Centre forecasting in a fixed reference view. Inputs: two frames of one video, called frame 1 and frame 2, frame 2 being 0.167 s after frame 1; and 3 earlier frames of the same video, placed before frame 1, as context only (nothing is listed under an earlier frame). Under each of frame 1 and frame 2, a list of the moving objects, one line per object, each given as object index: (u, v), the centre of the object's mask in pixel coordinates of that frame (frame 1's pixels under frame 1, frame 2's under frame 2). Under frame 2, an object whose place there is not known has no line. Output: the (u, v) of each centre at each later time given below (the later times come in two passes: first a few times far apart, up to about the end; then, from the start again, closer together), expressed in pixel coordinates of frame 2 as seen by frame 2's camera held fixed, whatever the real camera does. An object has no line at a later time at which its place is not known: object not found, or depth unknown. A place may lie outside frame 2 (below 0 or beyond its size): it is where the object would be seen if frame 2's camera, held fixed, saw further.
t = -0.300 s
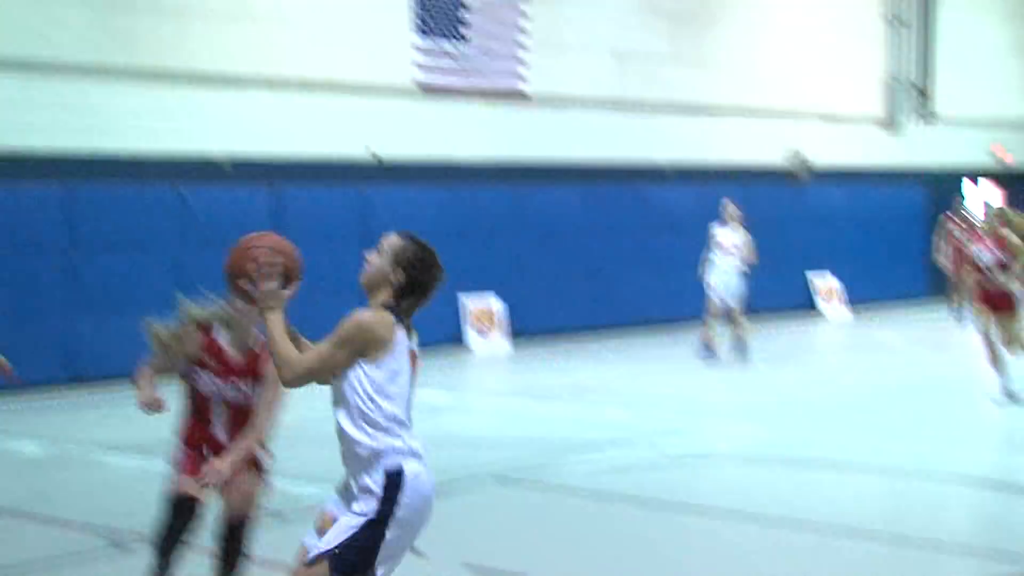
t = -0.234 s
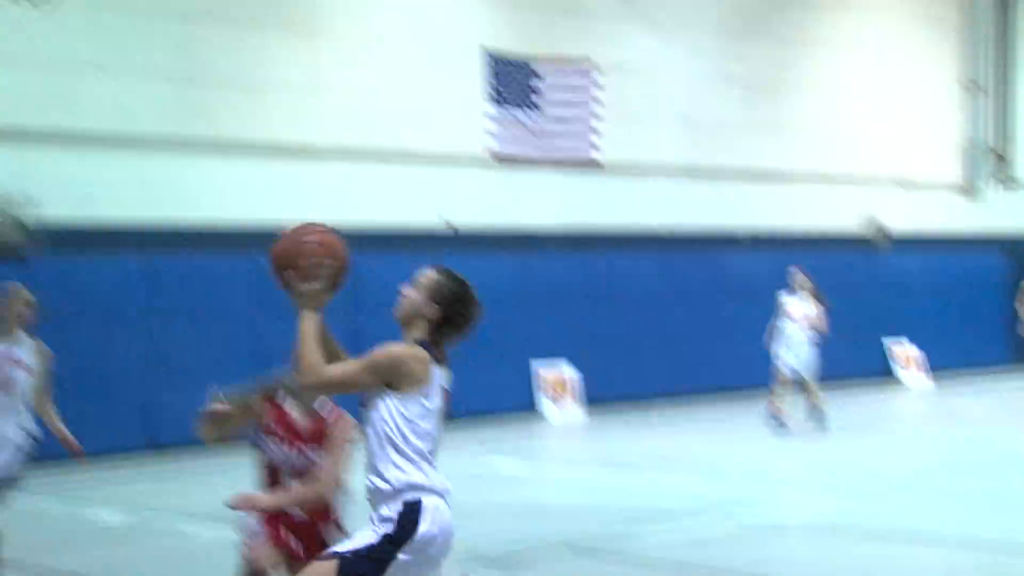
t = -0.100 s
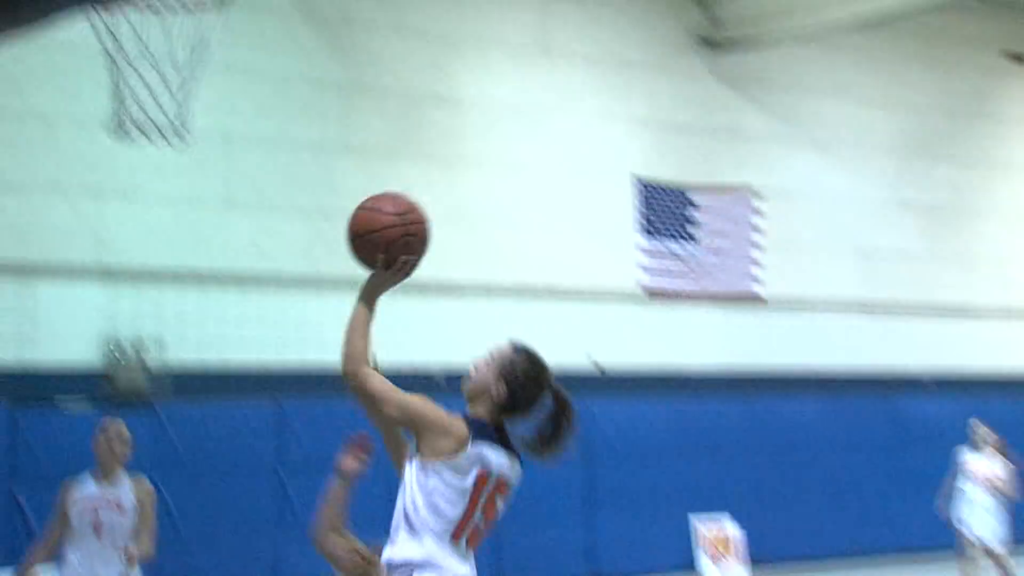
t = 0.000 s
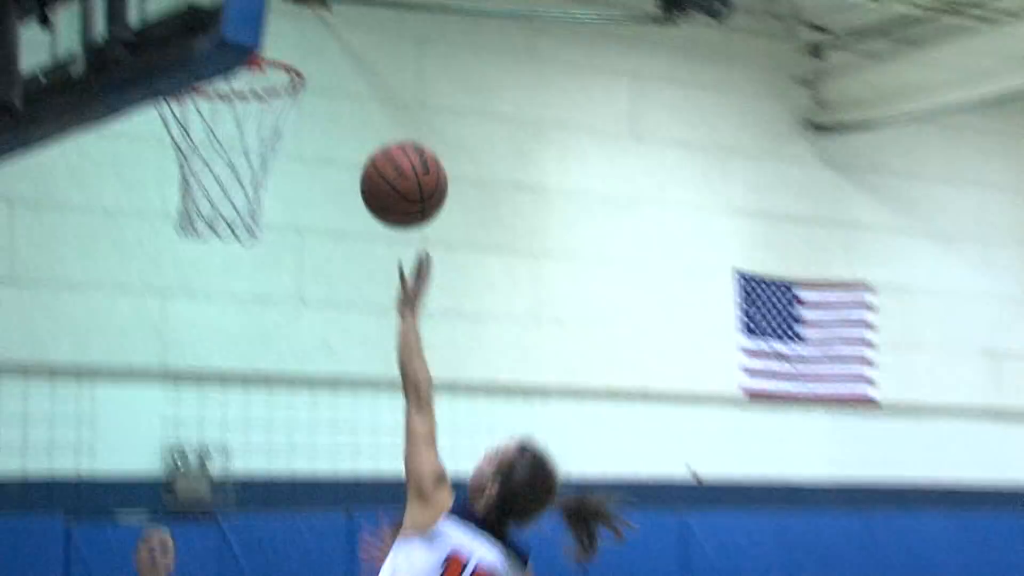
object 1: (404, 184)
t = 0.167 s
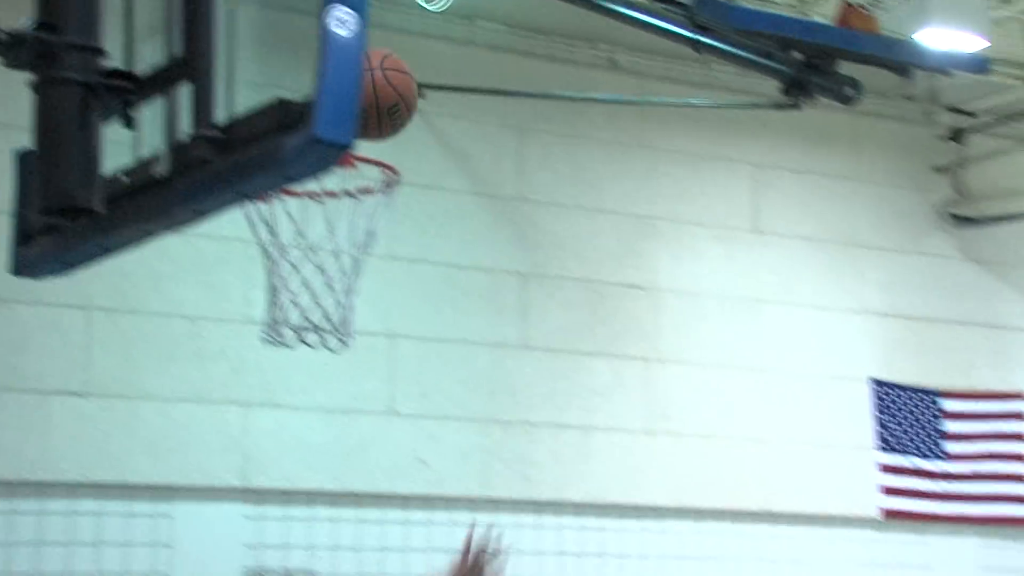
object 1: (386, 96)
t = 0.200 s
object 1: (376, 73)
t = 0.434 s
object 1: (287, 40)
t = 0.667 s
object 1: (315, 208)
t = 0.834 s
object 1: (334, 352)
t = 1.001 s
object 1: (347, 569)
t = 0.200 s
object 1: (376, 73)
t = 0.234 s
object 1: (299, 48)
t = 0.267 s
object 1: (287, 33)
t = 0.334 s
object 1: (282, 23)
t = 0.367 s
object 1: (284, 24)
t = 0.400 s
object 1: (286, 31)
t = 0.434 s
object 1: (287, 40)
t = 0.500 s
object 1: (287, 66)
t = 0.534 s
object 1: (287, 77)
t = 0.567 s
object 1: (291, 88)
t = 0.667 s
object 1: (315, 208)
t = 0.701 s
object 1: (317, 233)
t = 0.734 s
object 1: (322, 262)
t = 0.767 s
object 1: (328, 289)
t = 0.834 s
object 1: (334, 352)
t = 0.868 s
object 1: (336, 382)
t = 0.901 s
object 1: (339, 422)
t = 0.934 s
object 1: (342, 466)
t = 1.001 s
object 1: (347, 569)
